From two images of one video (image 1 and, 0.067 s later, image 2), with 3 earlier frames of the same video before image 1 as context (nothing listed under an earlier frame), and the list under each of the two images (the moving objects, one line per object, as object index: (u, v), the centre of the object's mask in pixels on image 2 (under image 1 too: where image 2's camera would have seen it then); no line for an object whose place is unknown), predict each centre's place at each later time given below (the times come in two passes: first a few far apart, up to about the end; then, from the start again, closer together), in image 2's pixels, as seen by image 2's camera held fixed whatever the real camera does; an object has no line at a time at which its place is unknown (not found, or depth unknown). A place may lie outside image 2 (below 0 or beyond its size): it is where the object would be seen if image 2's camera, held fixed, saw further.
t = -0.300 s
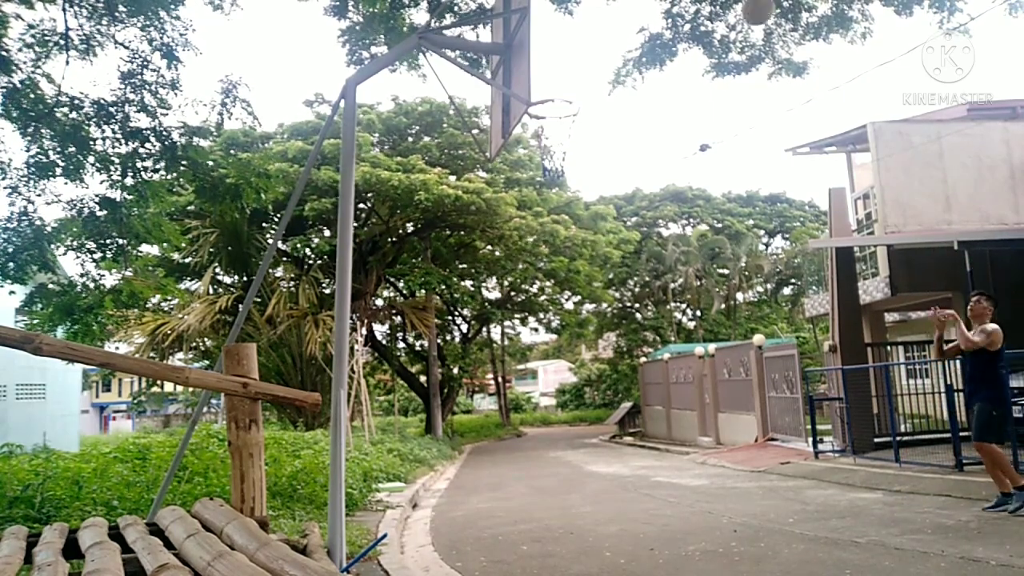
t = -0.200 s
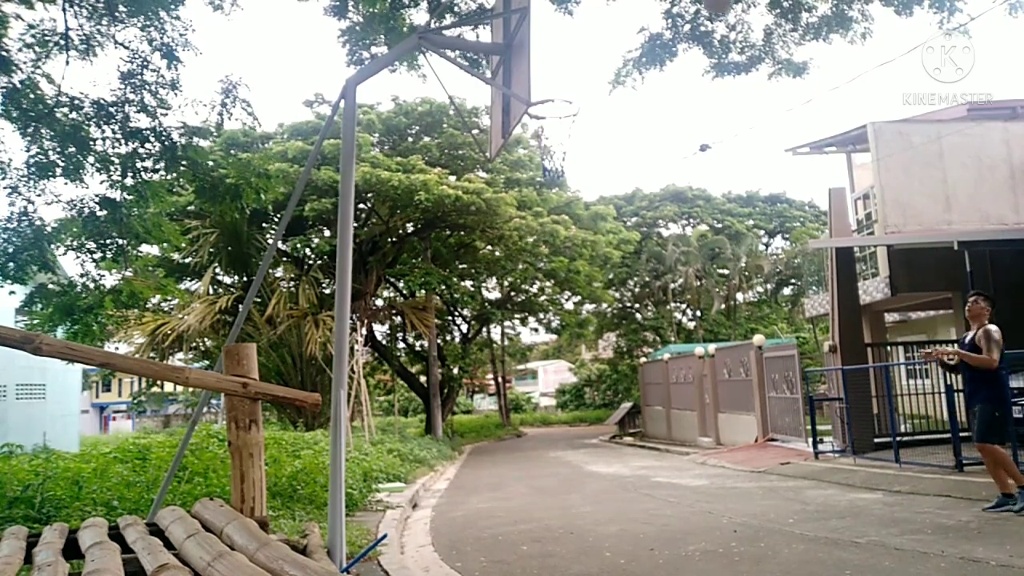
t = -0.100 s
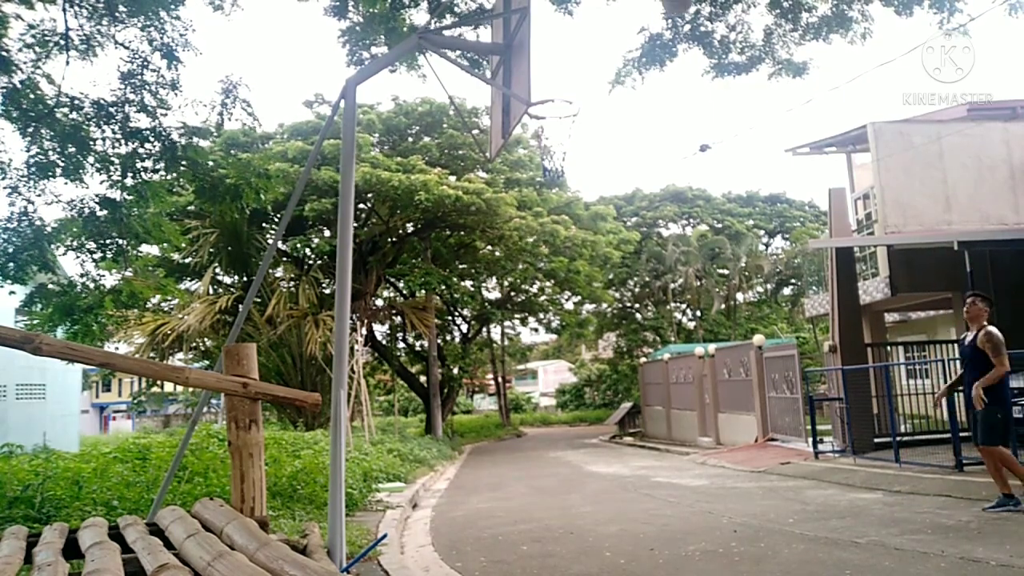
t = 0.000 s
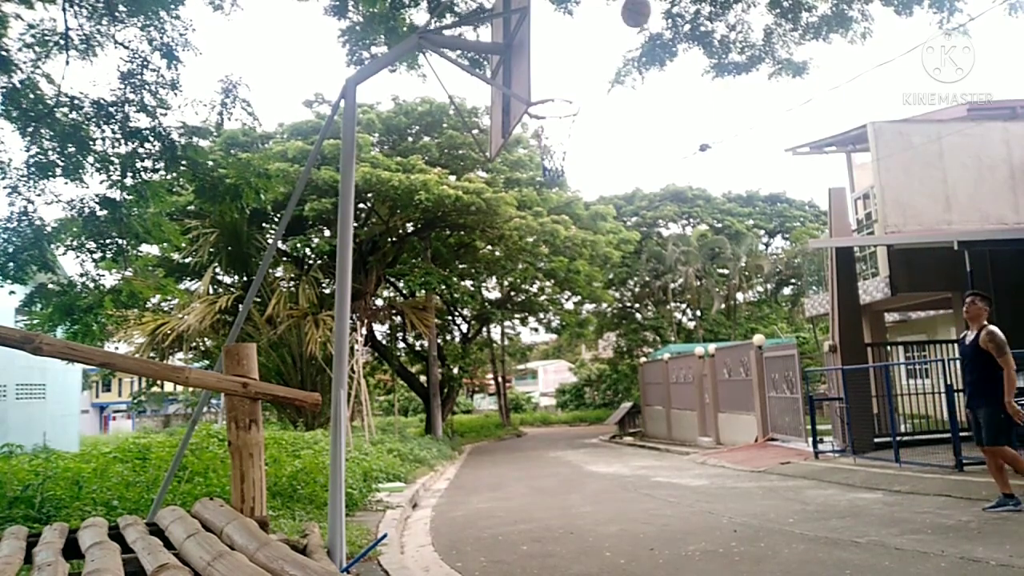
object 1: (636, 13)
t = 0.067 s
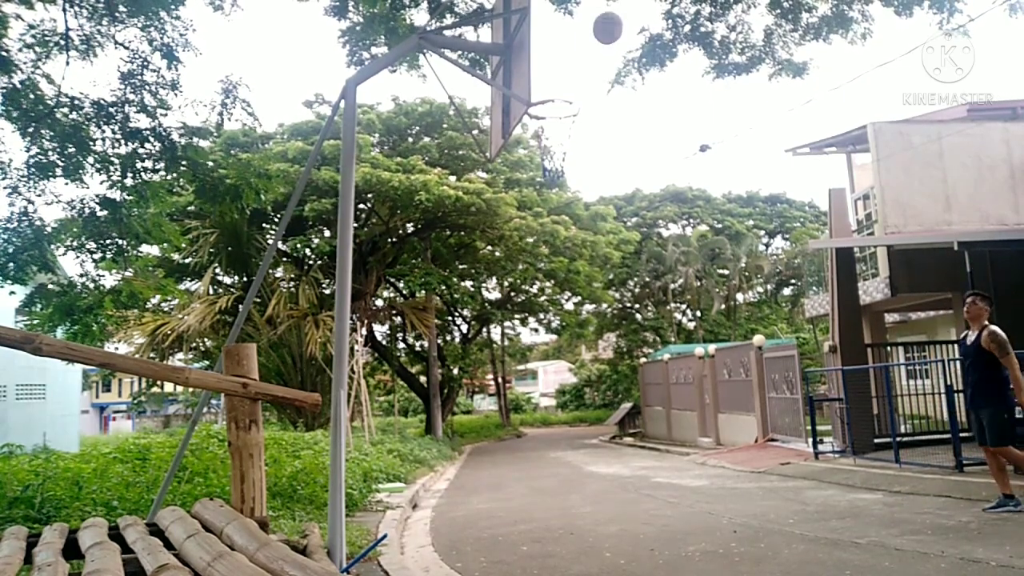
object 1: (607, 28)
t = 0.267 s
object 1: (540, 87)
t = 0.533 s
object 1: (582, 12)
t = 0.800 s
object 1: (638, 25)
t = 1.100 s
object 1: (718, 186)
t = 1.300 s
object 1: (786, 406)
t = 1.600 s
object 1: (825, 362)
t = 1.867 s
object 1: (827, 189)
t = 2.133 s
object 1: (839, 140)
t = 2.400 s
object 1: (865, 223)
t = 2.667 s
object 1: (910, 469)
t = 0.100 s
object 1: (593, 38)
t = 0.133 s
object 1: (579, 50)
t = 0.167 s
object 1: (564, 64)
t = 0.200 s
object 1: (550, 79)
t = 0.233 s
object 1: (538, 97)
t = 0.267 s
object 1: (540, 87)
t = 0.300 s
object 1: (543, 71)
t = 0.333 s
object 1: (548, 58)
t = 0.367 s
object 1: (553, 47)
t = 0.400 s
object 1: (559, 36)
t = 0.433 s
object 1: (565, 27)
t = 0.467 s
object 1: (570, 19)
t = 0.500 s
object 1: (576, 14)
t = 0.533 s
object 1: (582, 12)
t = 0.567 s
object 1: (589, 10)
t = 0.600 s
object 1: (595, 9)
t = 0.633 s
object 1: (602, 9)
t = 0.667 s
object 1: (609, 10)
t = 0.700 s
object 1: (616, 11)
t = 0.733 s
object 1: (623, 14)
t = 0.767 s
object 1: (631, 17)
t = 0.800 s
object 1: (638, 25)
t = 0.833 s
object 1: (647, 35)
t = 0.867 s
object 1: (654, 46)
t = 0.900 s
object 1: (661, 59)
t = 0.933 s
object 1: (671, 75)
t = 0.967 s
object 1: (679, 94)
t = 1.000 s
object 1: (689, 113)
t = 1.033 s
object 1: (698, 135)
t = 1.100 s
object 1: (718, 186)
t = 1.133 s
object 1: (728, 216)
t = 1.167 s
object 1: (739, 248)
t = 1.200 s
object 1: (751, 283)
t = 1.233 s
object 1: (762, 321)
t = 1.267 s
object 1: (774, 361)
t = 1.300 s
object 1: (786, 406)
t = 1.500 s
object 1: (828, 459)
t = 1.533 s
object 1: (828, 425)
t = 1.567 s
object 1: (826, 392)
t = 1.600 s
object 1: (825, 362)
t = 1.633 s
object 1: (825, 332)
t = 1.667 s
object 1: (825, 306)
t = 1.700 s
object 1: (825, 281)
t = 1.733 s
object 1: (825, 259)
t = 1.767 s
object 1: (826, 238)
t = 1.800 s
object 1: (826, 220)
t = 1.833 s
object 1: (826, 204)
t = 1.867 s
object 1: (827, 189)
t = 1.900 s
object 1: (828, 176)
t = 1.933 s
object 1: (829, 164)
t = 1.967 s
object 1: (830, 156)
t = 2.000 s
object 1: (832, 149)
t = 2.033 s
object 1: (833, 144)
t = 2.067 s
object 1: (835, 140)
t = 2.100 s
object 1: (837, 139)
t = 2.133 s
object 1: (839, 140)
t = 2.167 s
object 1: (842, 143)
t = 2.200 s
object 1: (844, 147)
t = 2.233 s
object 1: (847, 154)
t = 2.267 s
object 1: (850, 163)
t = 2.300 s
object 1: (853, 175)
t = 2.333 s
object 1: (856, 189)
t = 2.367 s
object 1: (860, 205)
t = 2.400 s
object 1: (865, 223)
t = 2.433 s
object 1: (870, 244)
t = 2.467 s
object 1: (874, 268)
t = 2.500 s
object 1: (879, 294)
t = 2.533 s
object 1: (885, 322)
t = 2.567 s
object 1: (890, 354)
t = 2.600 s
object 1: (896, 389)
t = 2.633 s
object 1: (903, 427)
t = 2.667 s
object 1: (910, 469)
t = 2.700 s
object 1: (917, 514)
